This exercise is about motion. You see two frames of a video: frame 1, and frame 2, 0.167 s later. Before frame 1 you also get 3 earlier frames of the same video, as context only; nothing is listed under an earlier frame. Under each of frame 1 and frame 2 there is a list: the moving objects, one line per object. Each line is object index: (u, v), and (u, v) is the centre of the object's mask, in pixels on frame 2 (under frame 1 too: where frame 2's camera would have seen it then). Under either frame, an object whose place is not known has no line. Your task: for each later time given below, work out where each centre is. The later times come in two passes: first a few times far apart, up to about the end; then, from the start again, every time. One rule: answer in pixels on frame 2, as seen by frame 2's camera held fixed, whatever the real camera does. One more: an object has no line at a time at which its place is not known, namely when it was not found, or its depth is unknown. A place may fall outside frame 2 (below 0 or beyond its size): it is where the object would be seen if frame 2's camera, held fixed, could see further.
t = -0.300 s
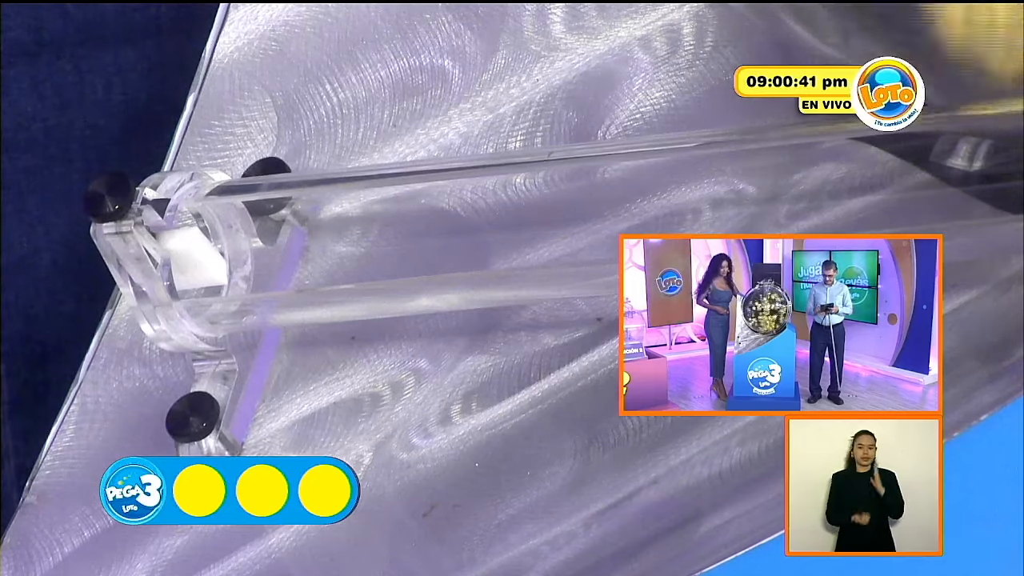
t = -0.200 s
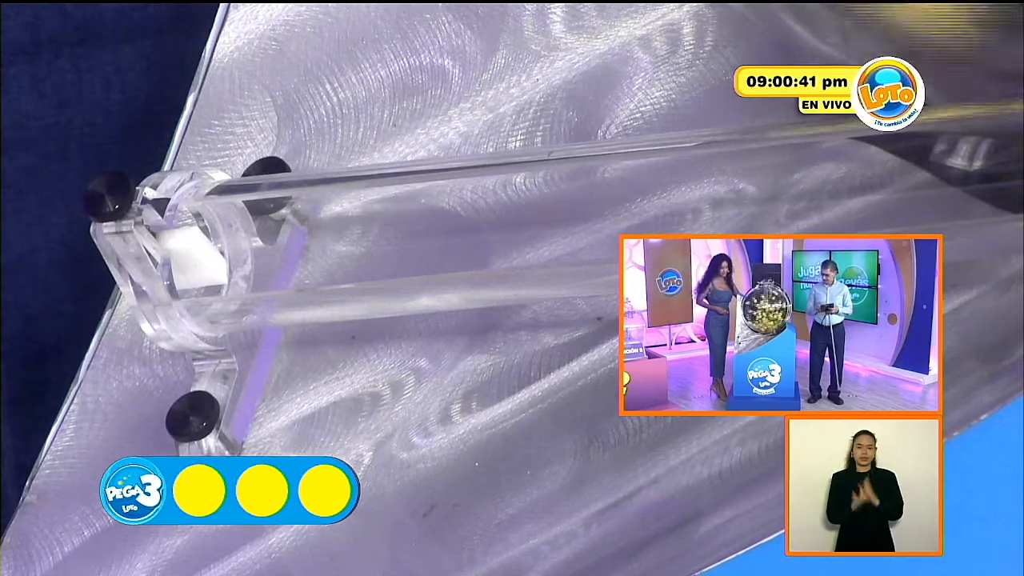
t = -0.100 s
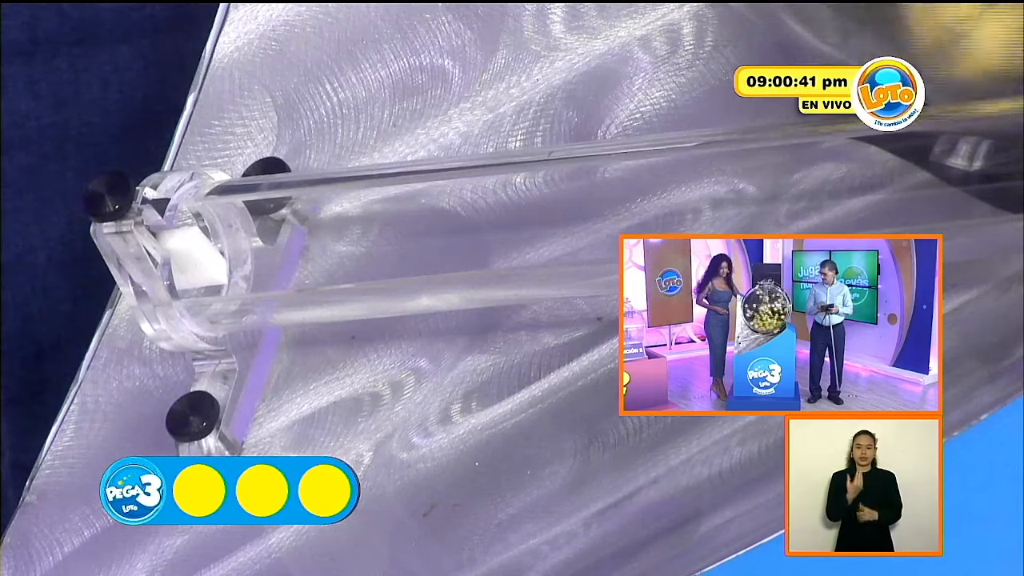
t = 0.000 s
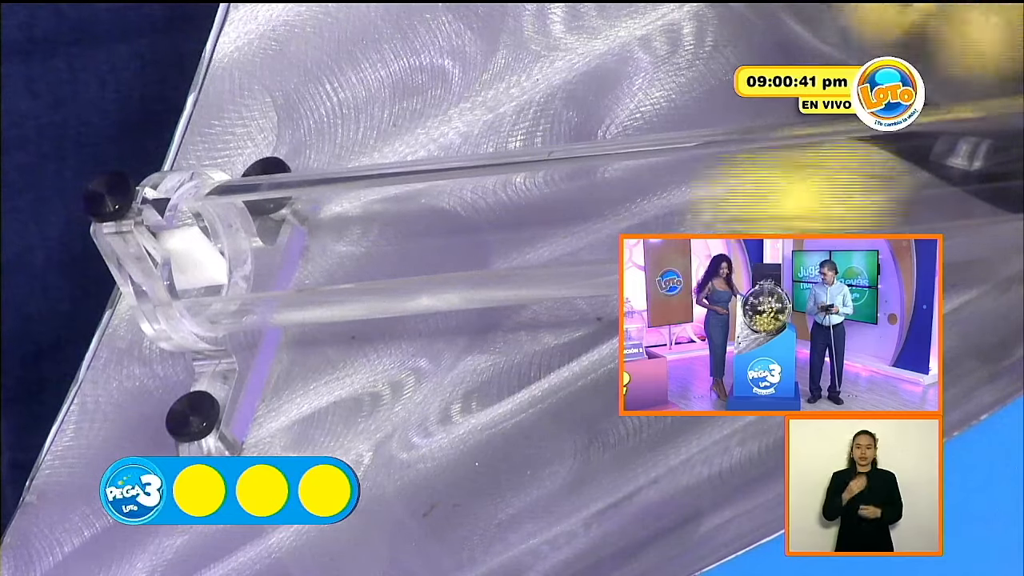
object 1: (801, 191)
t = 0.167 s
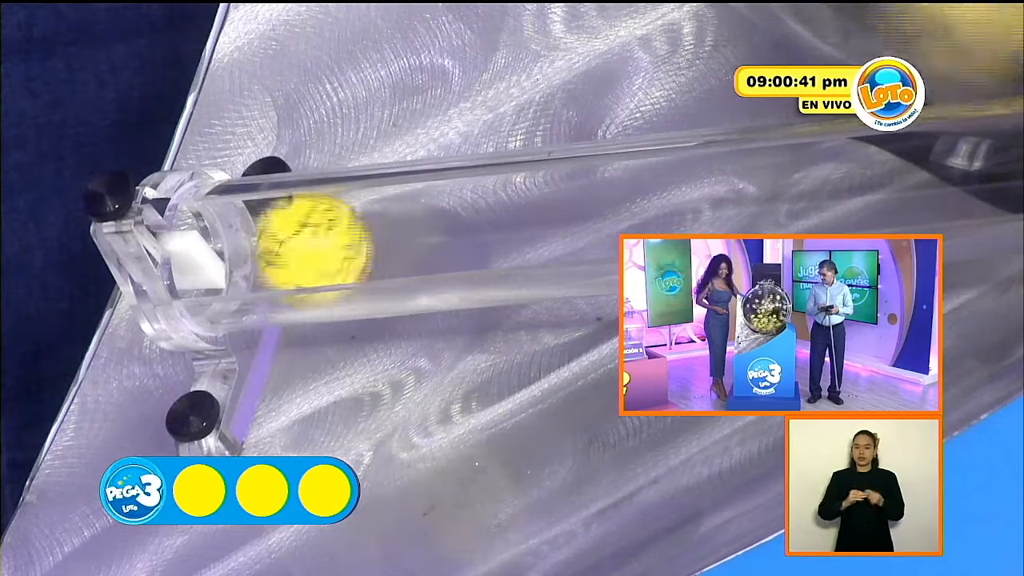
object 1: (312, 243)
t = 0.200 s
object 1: (321, 241)
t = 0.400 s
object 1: (284, 247)
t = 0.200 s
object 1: (321, 241)
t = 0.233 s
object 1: (327, 242)
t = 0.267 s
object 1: (323, 242)
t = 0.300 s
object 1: (316, 245)
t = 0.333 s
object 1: (305, 245)
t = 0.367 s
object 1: (287, 247)
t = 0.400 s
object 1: (284, 247)
